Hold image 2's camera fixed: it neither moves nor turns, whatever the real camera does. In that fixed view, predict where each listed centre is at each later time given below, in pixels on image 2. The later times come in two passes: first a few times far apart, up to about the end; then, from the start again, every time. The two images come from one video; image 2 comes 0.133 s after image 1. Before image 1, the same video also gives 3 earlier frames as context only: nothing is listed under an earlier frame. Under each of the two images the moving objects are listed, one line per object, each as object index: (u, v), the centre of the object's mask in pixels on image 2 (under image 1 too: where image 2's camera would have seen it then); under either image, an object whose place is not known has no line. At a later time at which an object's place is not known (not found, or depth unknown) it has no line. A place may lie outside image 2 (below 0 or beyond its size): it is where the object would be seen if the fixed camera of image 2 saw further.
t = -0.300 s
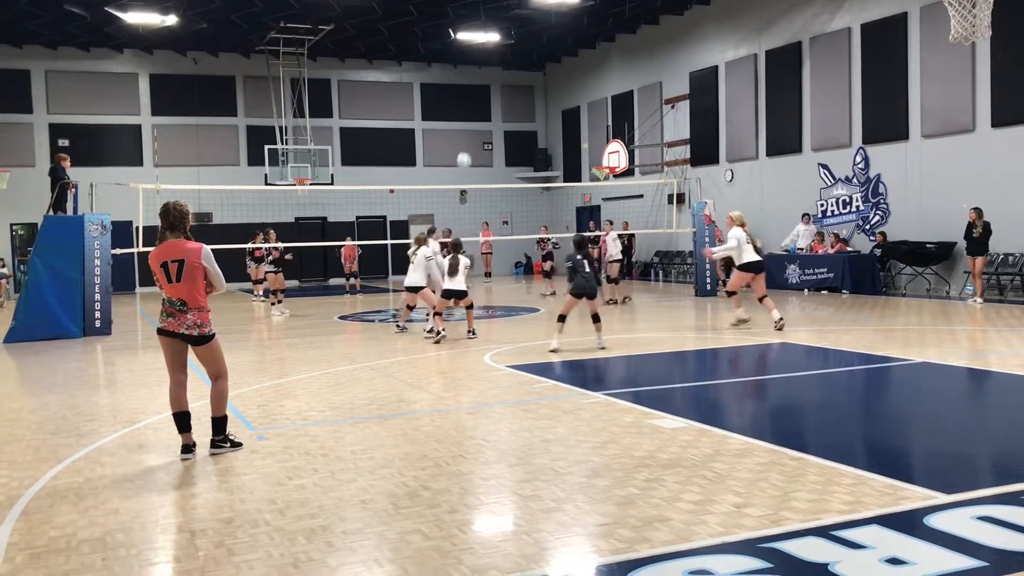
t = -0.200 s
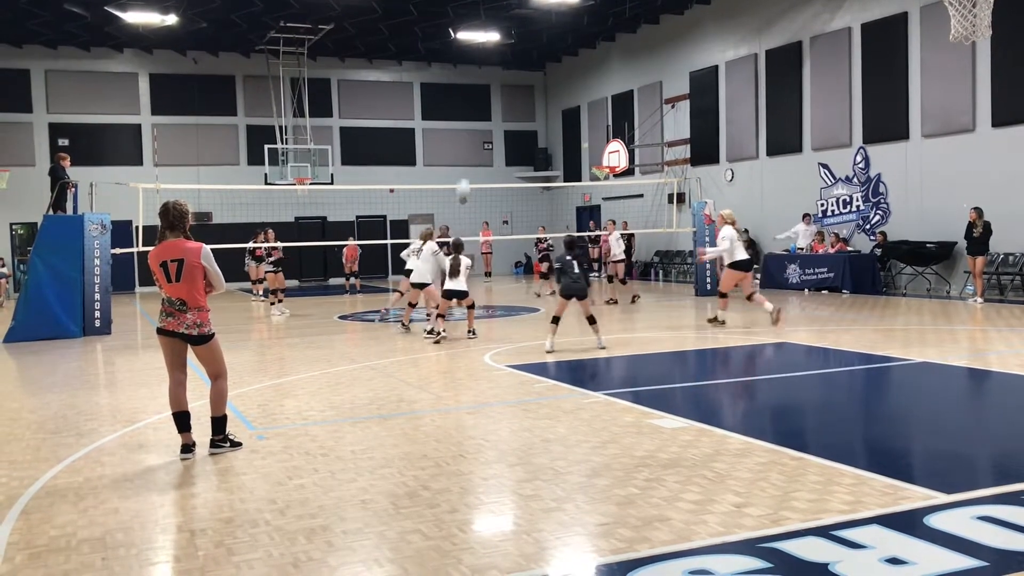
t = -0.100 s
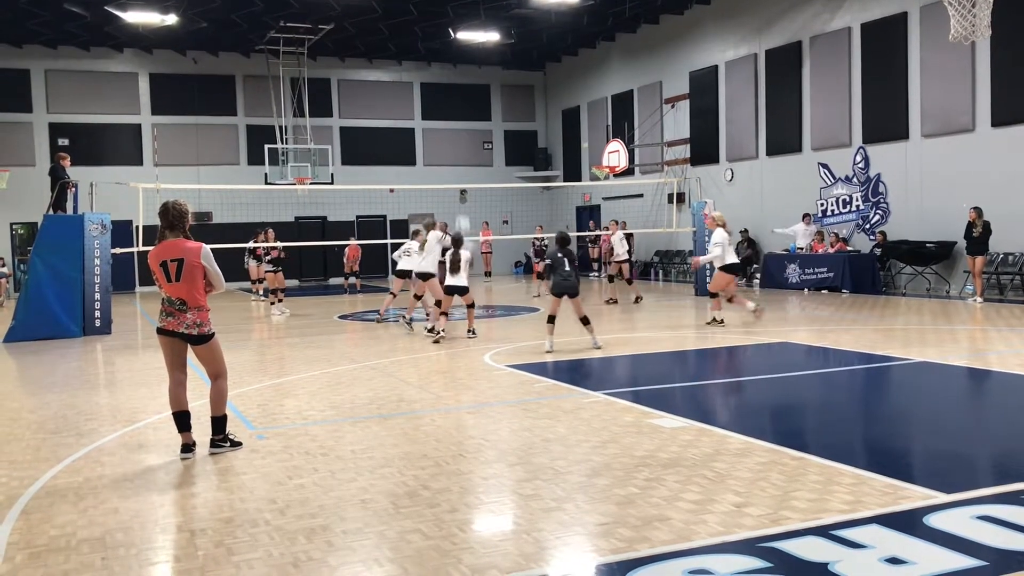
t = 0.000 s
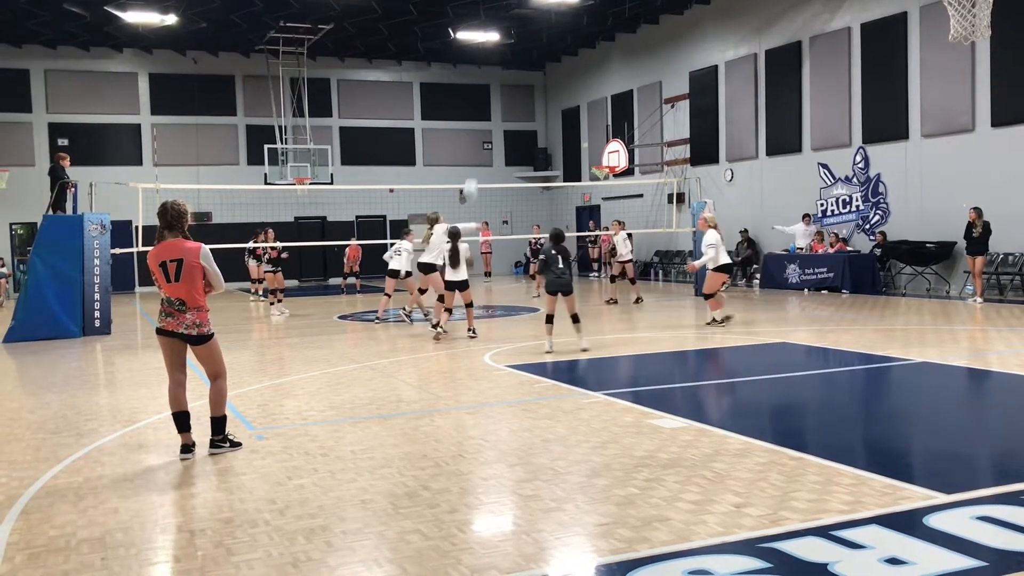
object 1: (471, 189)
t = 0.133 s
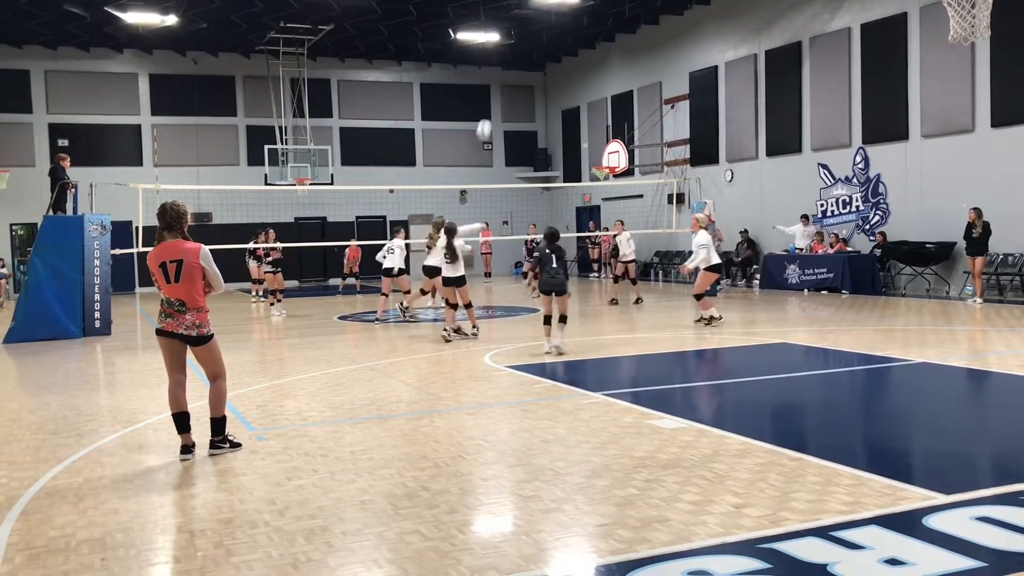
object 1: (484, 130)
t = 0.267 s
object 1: (497, 85)
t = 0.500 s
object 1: (522, 41)
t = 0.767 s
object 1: (549, 38)
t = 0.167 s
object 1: (487, 117)
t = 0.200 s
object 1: (491, 105)
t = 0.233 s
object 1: (494, 94)
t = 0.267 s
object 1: (497, 85)
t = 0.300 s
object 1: (501, 76)
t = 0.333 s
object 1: (504, 69)
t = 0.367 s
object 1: (508, 61)
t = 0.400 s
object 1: (511, 55)
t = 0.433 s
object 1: (515, 50)
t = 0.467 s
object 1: (518, 45)
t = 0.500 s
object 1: (522, 41)
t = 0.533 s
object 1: (525, 38)
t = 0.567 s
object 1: (528, 36)
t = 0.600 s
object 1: (532, 34)
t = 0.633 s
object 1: (536, 34)
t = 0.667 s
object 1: (539, 34)
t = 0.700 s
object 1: (542, 34)
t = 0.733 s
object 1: (546, 36)
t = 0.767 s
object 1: (549, 38)
